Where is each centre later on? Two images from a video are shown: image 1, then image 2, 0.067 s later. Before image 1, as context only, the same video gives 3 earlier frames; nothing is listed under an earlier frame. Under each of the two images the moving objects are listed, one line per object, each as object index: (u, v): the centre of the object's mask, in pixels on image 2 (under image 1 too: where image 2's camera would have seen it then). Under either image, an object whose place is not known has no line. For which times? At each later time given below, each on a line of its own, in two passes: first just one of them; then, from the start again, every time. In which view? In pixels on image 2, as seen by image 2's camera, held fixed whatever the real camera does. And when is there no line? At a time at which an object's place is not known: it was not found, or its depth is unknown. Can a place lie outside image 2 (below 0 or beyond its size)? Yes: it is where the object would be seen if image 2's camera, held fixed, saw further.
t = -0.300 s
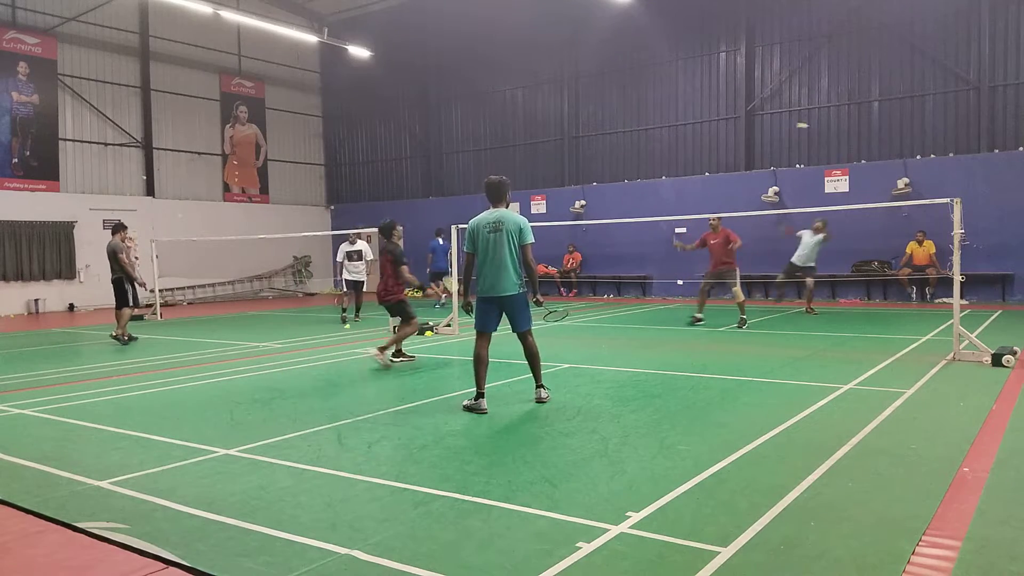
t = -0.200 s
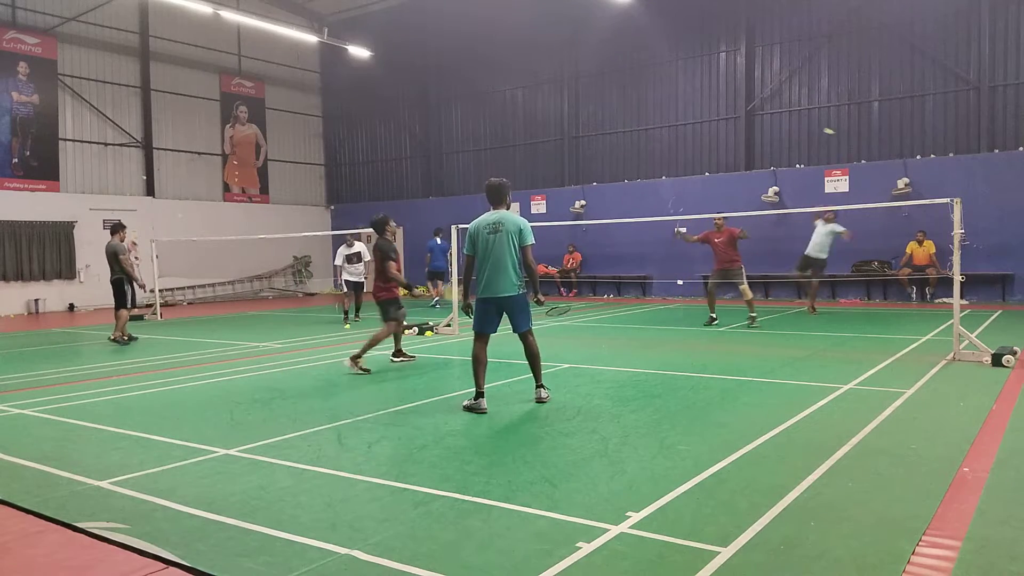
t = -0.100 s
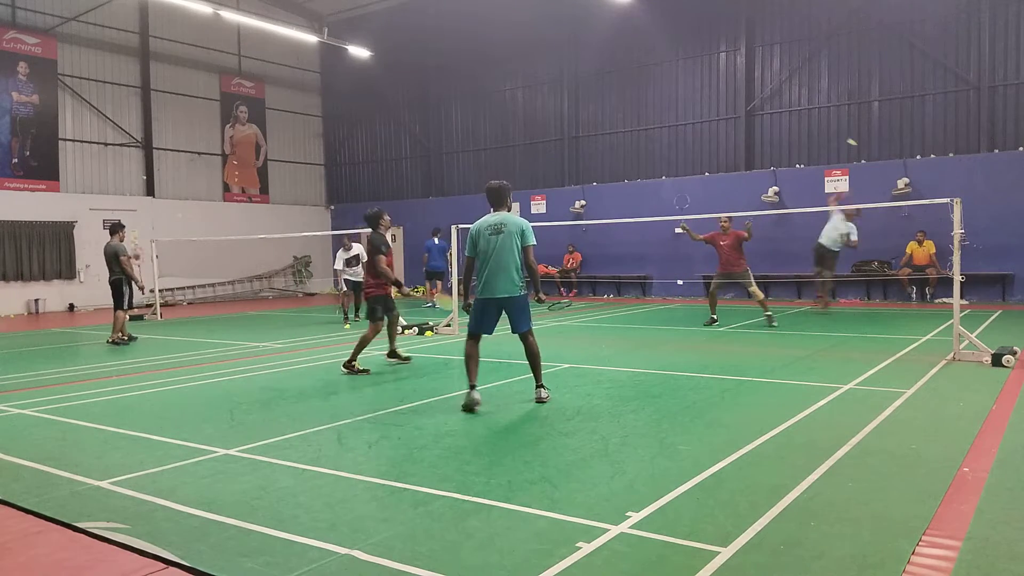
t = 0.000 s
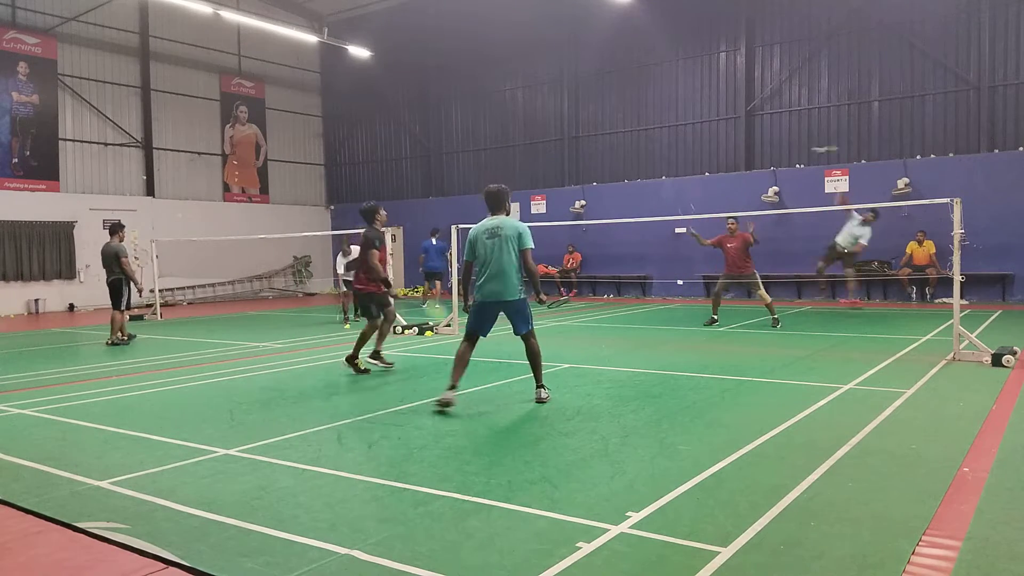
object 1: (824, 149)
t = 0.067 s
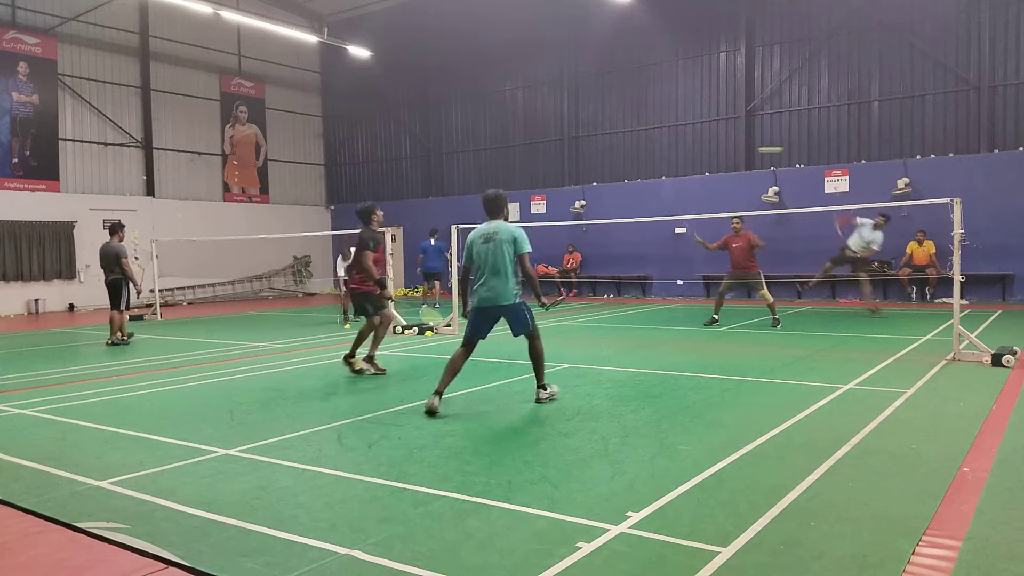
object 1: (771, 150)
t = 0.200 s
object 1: (680, 159)
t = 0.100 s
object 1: (747, 151)
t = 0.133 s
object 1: (723, 153)
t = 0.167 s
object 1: (701, 156)
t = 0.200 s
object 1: (680, 159)
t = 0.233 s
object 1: (659, 165)
